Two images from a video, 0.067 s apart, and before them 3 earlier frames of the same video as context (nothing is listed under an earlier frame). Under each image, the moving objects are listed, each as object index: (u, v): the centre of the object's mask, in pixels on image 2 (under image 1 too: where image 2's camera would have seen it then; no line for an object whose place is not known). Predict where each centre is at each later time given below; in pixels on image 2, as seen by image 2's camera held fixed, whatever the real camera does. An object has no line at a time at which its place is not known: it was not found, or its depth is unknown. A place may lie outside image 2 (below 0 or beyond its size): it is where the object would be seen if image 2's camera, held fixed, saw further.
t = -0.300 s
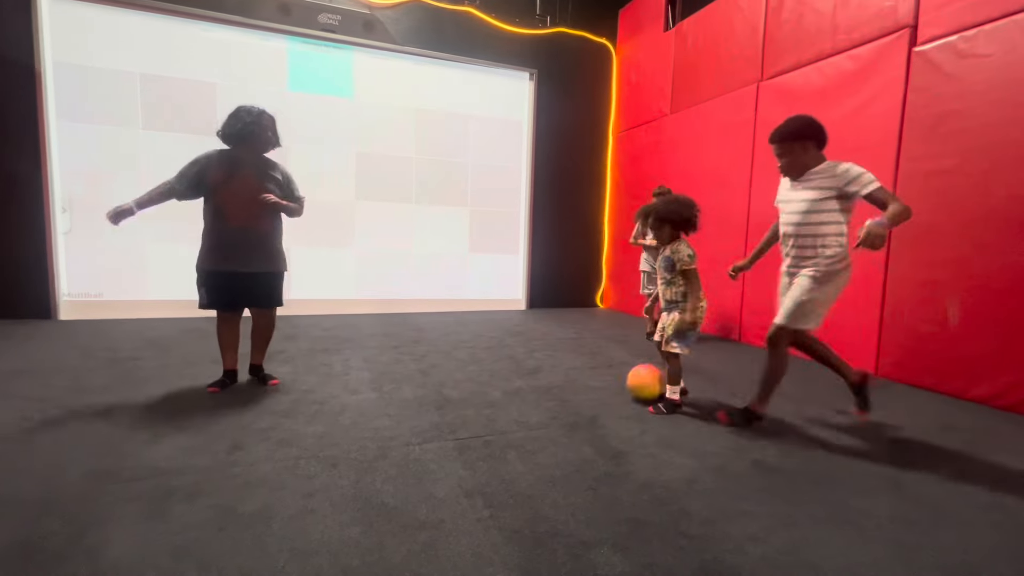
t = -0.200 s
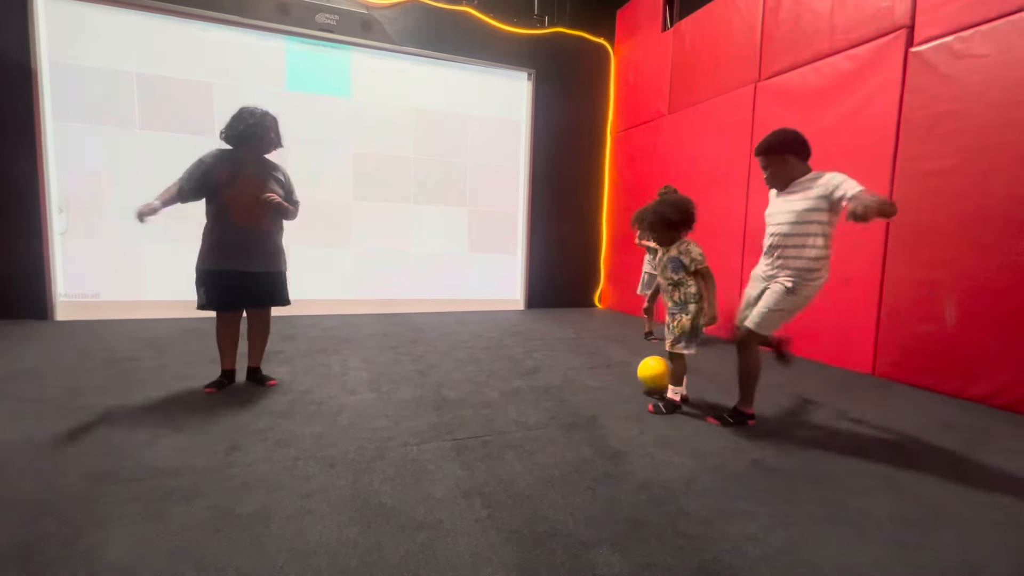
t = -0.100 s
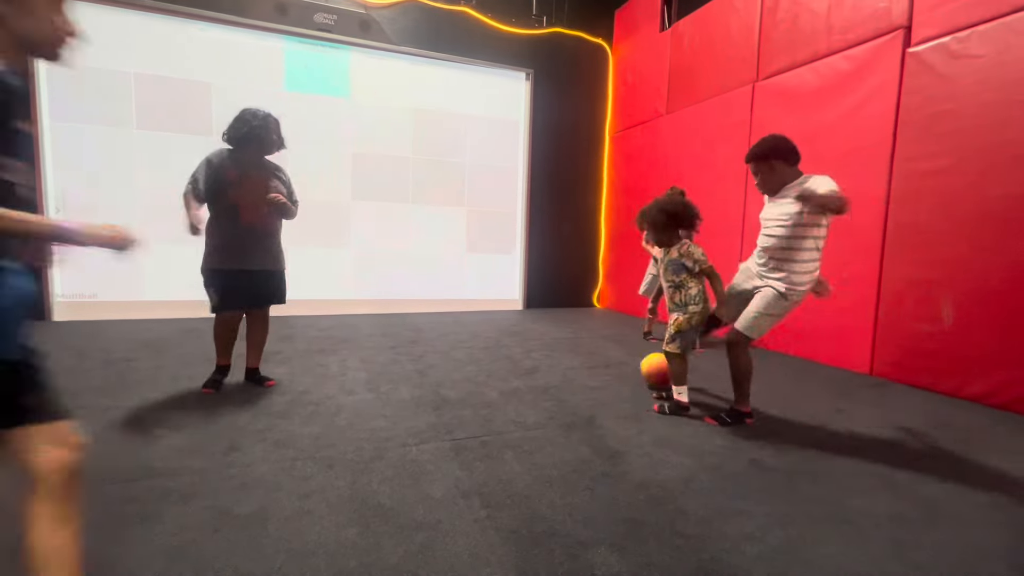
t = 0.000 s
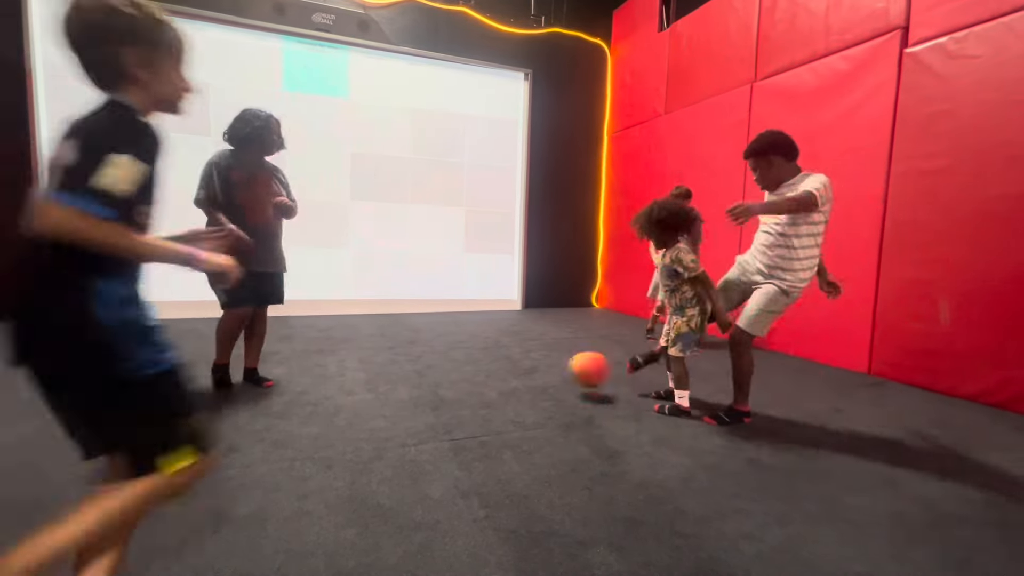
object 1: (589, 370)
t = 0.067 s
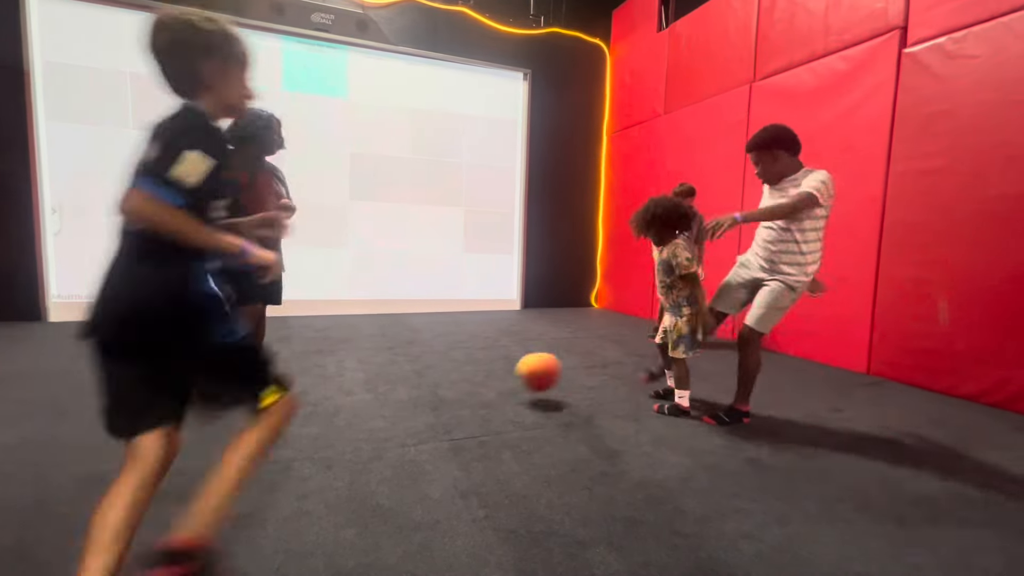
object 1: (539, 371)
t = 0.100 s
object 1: (511, 376)
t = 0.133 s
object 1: (483, 383)
